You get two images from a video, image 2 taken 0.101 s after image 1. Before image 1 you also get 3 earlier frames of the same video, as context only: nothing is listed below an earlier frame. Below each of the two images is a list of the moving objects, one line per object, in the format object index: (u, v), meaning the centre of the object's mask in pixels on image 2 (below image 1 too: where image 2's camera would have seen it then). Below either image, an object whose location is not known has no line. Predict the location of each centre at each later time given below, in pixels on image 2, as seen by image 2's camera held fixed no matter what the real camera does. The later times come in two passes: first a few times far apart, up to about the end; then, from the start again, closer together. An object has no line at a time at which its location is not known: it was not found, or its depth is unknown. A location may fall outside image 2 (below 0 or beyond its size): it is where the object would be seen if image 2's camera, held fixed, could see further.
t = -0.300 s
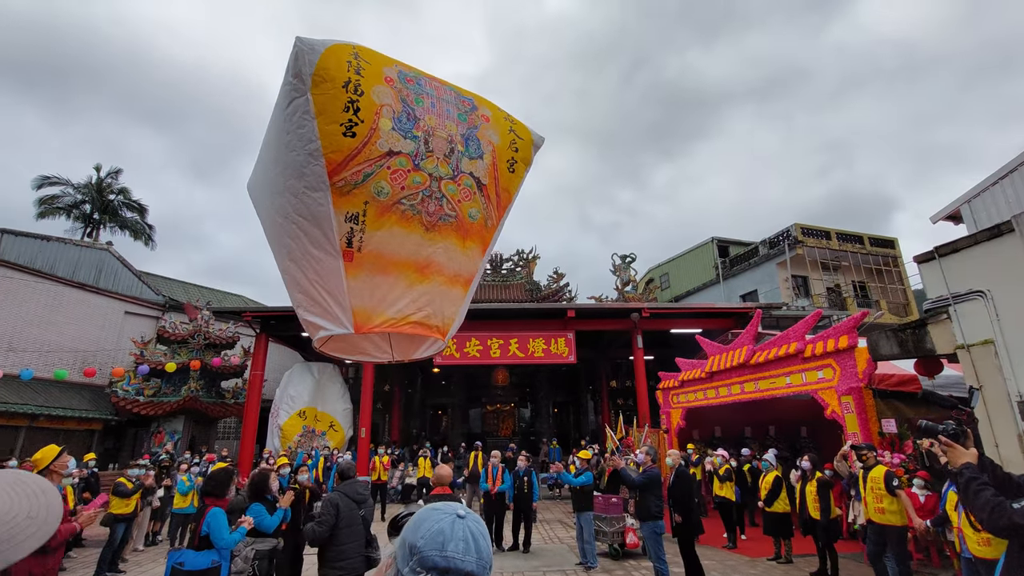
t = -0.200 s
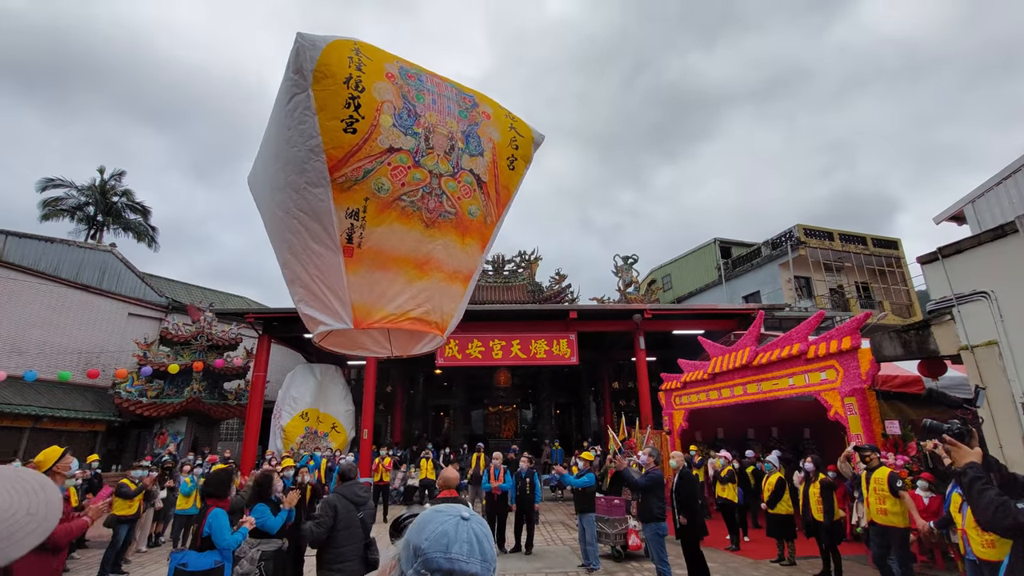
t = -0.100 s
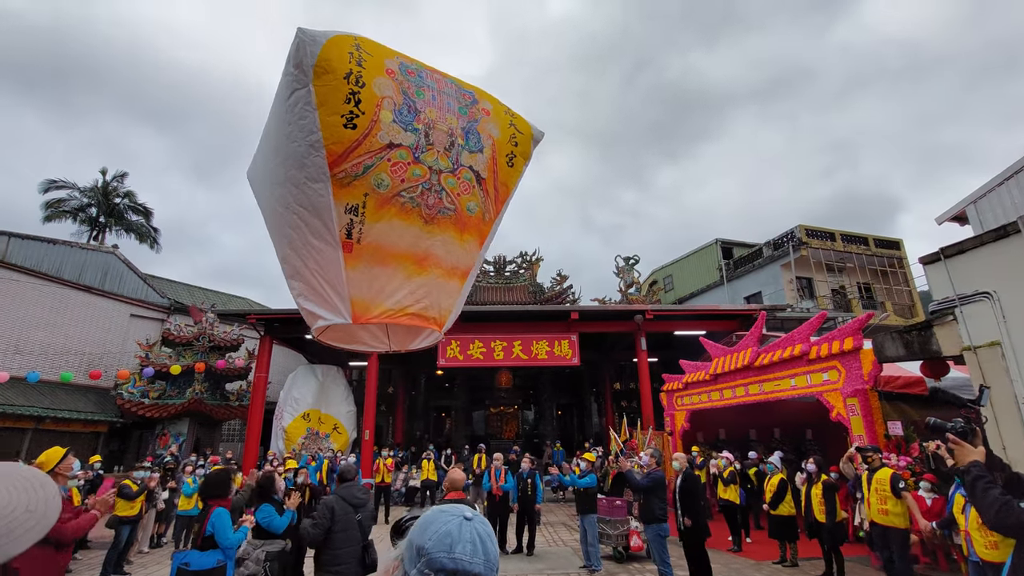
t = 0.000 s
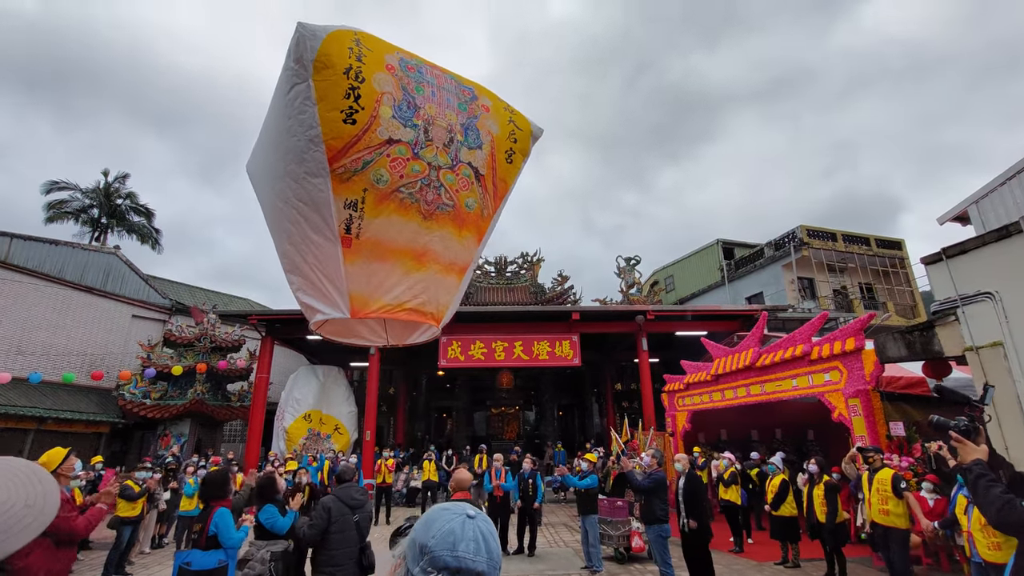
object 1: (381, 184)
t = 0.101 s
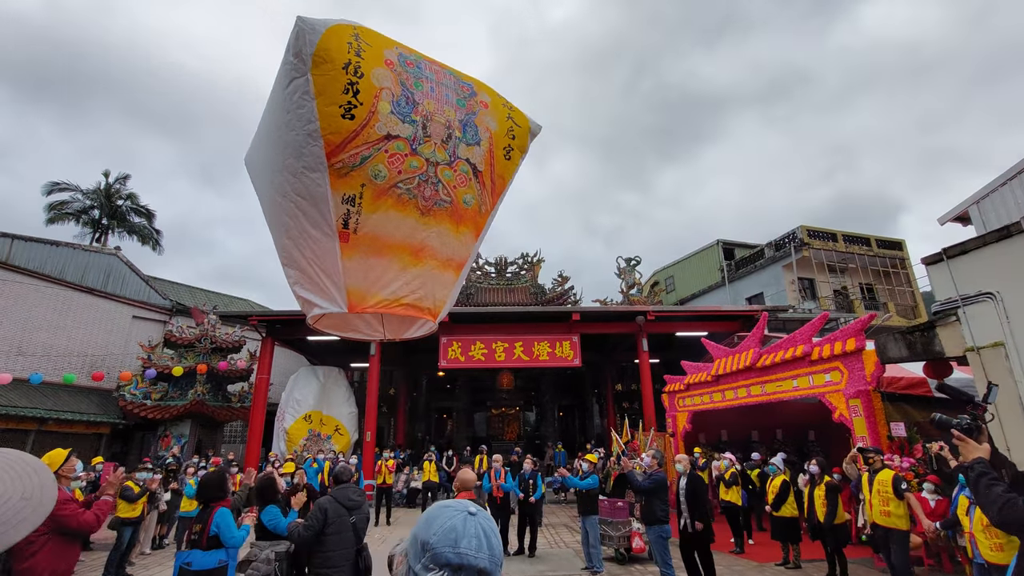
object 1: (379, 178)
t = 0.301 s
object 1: (376, 165)
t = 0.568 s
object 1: (371, 150)
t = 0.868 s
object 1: (366, 133)
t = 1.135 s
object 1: (360, 114)
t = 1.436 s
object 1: (352, 92)
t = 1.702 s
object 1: (348, 73)
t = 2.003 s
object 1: (346, 52)
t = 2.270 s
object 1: (342, 32)
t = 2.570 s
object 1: (342, 10)
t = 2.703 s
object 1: (342, 1)
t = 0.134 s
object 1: (378, 176)
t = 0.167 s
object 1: (378, 174)
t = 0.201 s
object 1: (377, 171)
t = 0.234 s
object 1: (377, 169)
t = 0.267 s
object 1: (376, 167)
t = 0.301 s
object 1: (376, 165)
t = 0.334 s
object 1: (375, 163)
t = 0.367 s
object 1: (375, 161)
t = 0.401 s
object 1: (374, 158)
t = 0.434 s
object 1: (373, 157)
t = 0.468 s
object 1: (373, 155)
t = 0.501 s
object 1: (372, 153)
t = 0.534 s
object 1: (372, 151)
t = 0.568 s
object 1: (371, 150)
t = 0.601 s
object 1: (370, 148)
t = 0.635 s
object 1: (370, 146)
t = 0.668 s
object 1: (369, 144)
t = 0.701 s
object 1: (368, 143)
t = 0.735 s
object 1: (368, 141)
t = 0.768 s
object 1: (368, 139)
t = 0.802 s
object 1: (367, 137)
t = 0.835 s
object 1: (367, 135)
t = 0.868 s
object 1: (366, 133)
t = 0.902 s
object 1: (365, 131)
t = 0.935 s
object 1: (364, 129)
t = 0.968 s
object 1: (363, 127)
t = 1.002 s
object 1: (363, 124)
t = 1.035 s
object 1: (362, 122)
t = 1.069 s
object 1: (361, 120)
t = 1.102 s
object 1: (360, 117)
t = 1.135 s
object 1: (360, 114)
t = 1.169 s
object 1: (359, 112)
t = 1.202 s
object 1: (358, 109)
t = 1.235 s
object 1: (358, 106)
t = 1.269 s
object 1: (357, 104)
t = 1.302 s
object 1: (356, 101)
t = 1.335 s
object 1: (355, 99)
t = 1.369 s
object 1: (354, 97)
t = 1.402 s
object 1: (353, 94)
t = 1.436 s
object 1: (352, 92)
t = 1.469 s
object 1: (351, 89)
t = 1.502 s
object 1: (351, 87)
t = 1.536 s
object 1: (351, 85)
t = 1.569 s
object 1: (349, 82)
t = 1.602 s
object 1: (349, 80)
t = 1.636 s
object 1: (349, 78)
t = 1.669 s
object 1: (349, 75)
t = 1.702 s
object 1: (348, 73)
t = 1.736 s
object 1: (347, 70)
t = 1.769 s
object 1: (347, 68)
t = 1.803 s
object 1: (346, 66)
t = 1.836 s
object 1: (346, 63)
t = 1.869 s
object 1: (346, 61)
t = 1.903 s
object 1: (346, 59)
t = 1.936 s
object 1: (346, 56)
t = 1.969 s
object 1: (346, 54)
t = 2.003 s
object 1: (346, 52)
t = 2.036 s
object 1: (344, 49)
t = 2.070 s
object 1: (344, 47)
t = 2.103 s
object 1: (345, 44)
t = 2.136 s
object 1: (345, 42)
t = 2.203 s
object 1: (343, 37)
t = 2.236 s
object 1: (342, 34)
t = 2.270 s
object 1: (342, 32)
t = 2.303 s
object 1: (342, 29)
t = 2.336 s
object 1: (343, 27)
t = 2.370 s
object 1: (343, 25)
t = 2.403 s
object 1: (342, 22)
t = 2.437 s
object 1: (342, 19)
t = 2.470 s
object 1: (342, 17)
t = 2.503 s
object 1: (343, 15)
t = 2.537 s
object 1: (342, 12)
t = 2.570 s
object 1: (342, 10)
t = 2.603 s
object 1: (343, 8)
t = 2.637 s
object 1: (343, 5)
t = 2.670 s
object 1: (342, 3)
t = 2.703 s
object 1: (342, 1)
